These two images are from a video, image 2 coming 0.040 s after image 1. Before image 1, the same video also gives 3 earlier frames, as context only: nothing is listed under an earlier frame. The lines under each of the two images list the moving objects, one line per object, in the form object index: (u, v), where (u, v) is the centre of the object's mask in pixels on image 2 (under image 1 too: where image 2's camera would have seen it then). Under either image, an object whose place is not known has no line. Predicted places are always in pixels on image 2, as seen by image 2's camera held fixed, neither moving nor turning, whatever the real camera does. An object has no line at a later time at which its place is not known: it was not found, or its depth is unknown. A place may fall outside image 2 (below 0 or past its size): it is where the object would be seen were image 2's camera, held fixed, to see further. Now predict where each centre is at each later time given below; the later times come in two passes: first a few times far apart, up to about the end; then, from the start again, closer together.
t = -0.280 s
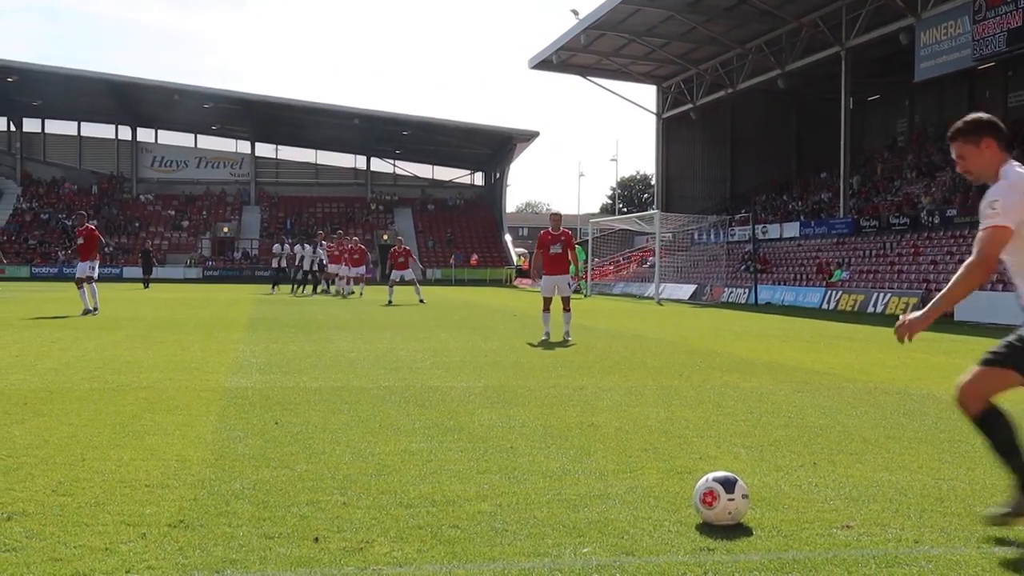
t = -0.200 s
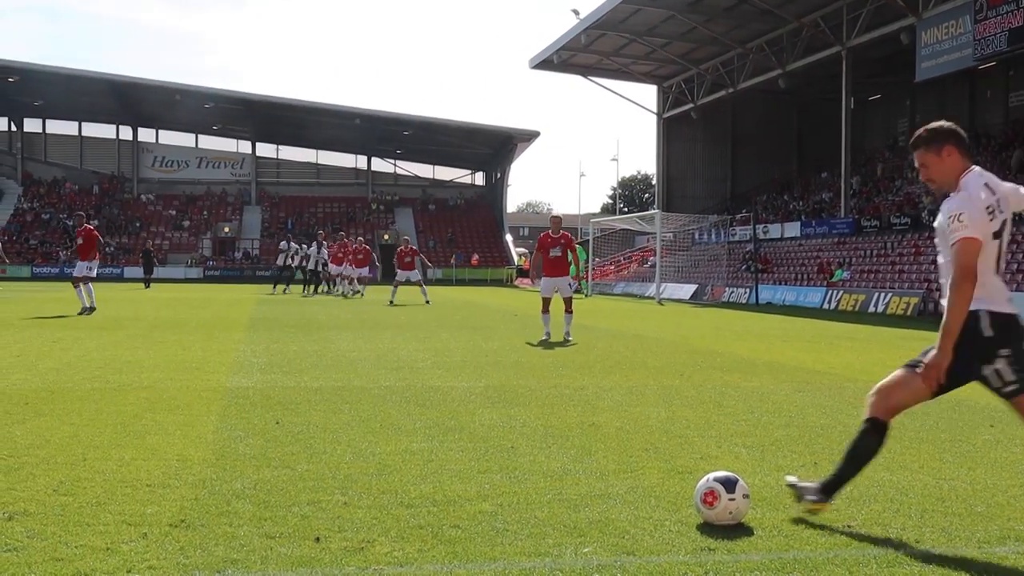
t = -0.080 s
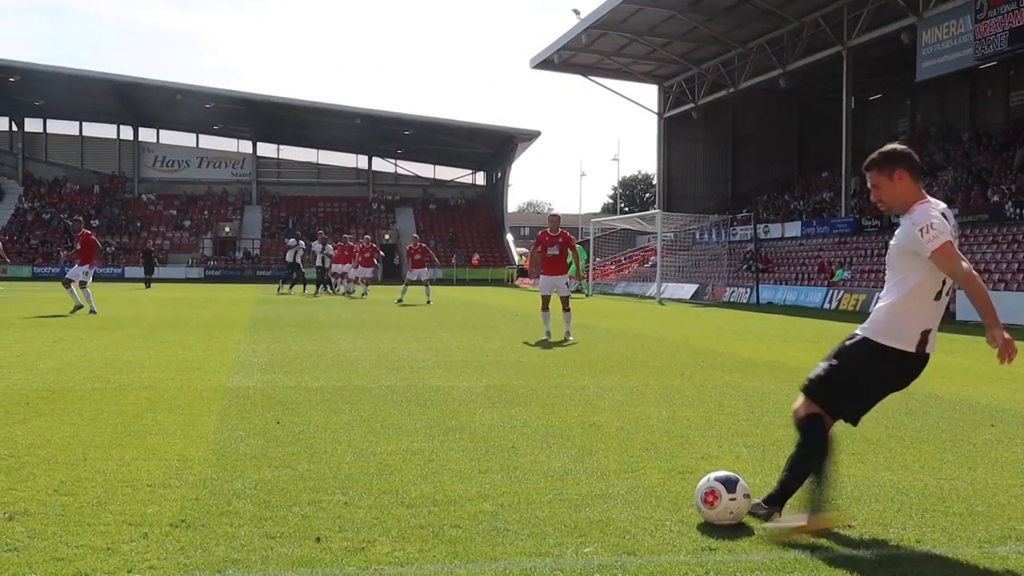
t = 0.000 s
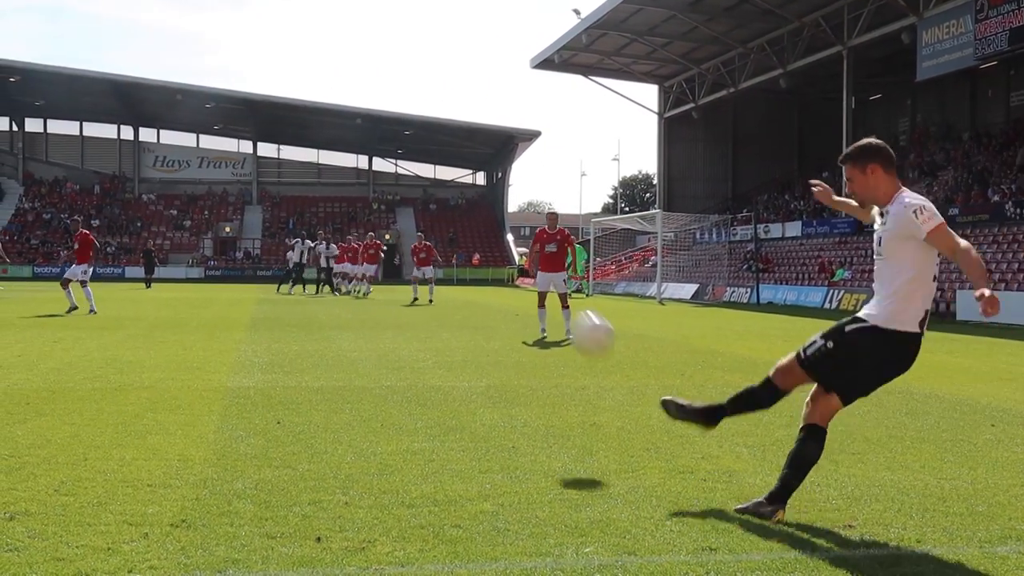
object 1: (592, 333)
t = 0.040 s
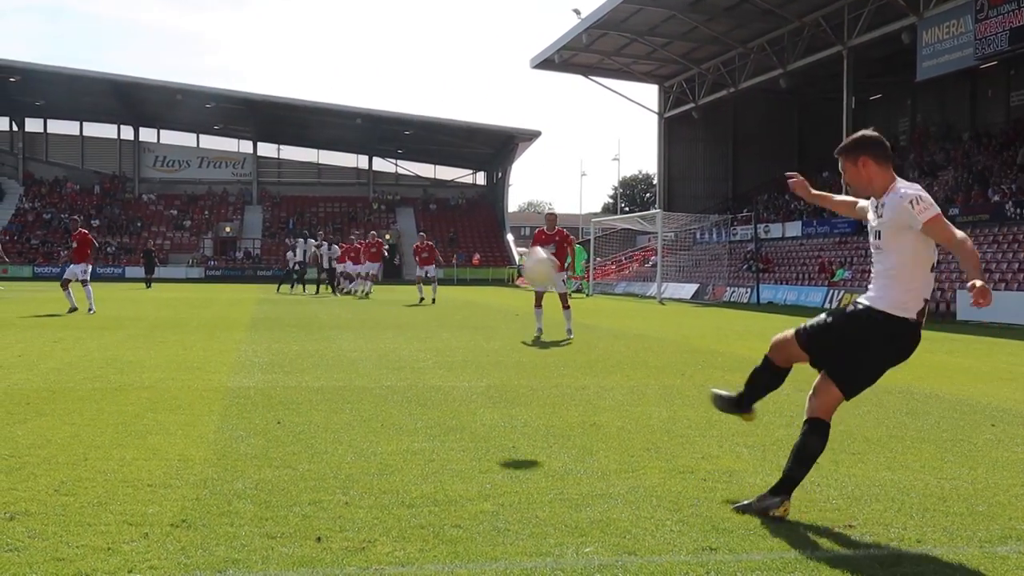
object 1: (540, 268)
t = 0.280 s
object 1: (418, 102)
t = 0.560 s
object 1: (405, 77)
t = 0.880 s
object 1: (430, 112)
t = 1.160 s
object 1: (461, 163)
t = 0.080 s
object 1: (501, 218)
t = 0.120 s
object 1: (475, 181)
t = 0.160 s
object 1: (454, 152)
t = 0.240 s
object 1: (426, 115)
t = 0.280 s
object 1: (418, 102)
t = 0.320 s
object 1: (411, 93)
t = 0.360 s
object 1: (407, 86)
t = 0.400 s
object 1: (405, 81)
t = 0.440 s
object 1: (404, 78)
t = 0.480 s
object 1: (403, 77)
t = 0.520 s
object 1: (404, 77)
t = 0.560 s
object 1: (405, 77)
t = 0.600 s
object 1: (407, 79)
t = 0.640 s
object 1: (410, 82)
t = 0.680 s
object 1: (412, 85)
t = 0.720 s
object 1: (415, 90)
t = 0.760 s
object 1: (419, 94)
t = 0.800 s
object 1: (422, 100)
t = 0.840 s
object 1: (426, 105)
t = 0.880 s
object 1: (430, 112)
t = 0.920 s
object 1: (434, 118)
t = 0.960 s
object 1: (438, 125)
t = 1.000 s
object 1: (443, 132)
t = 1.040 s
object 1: (447, 139)
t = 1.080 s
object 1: (452, 147)
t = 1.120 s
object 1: (456, 155)
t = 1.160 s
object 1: (461, 163)
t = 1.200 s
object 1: (466, 171)
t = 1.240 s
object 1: (471, 181)
